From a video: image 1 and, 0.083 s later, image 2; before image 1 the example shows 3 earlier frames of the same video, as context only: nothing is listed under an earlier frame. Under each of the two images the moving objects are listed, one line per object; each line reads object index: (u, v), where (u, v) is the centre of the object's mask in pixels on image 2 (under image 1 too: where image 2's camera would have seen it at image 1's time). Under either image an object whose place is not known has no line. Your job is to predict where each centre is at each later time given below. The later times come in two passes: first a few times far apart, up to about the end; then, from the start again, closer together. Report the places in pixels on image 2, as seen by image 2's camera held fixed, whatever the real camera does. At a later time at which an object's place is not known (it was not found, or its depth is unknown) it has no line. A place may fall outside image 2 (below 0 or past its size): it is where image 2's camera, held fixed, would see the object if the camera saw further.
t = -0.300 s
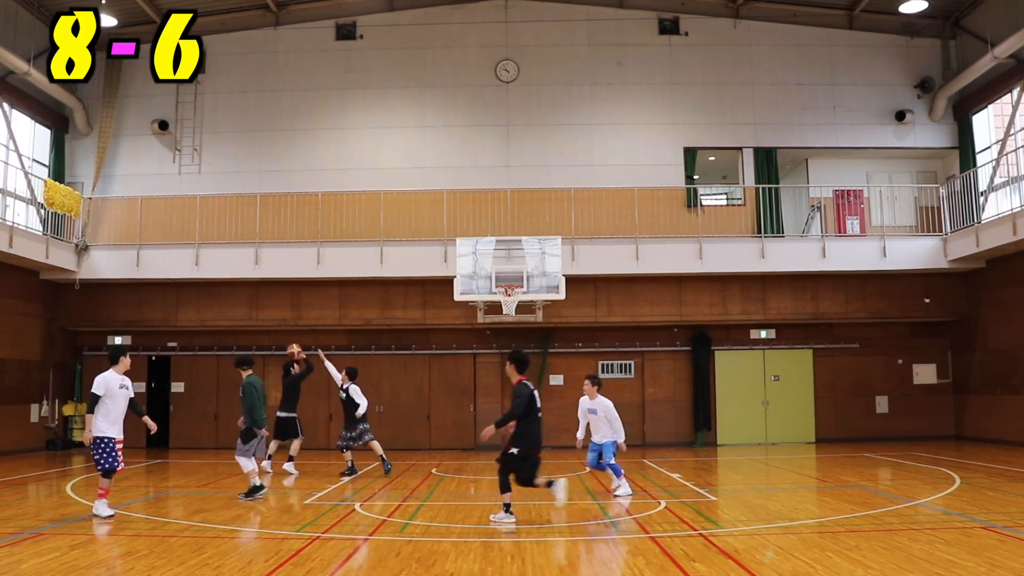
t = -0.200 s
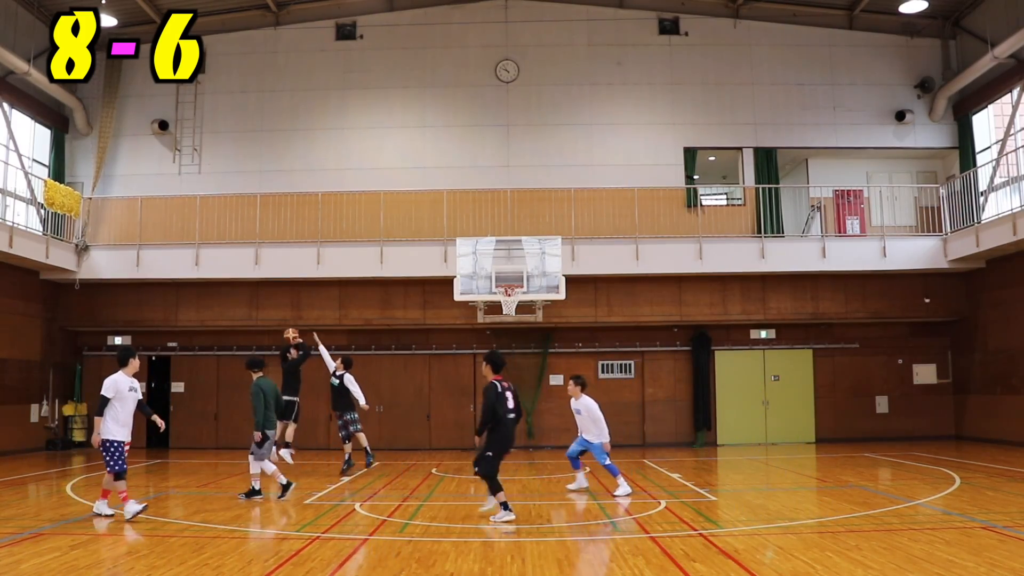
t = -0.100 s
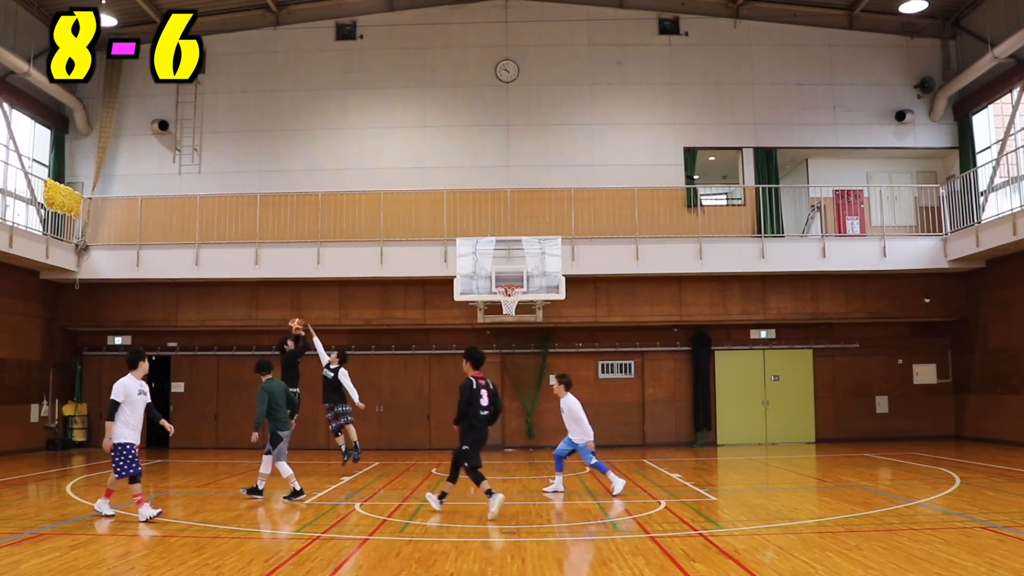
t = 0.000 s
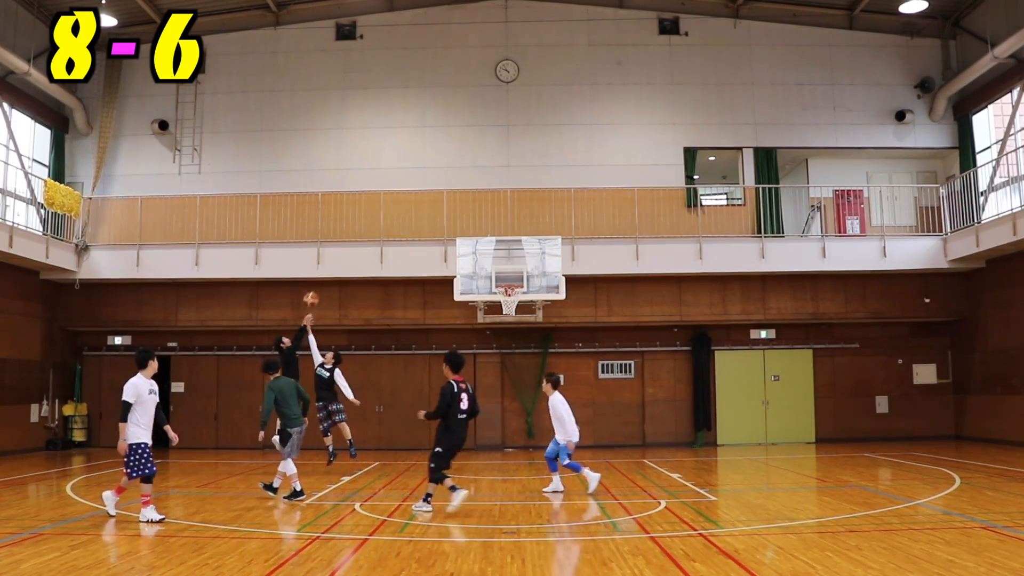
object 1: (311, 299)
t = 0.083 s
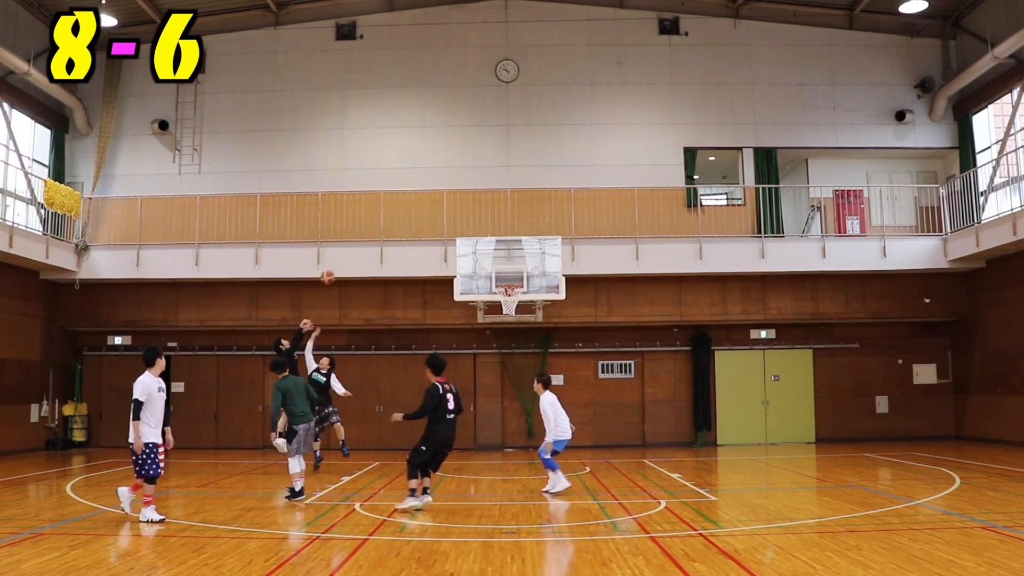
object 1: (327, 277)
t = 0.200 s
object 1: (351, 253)
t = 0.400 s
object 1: (389, 230)
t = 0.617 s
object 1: (428, 231)
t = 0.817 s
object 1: (465, 256)
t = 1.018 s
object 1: (477, 293)
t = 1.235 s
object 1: (430, 334)
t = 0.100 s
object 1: (331, 272)
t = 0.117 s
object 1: (334, 269)
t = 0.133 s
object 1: (337, 266)
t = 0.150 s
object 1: (341, 262)
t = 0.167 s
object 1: (344, 259)
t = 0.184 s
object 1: (347, 256)
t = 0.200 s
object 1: (351, 253)
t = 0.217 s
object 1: (354, 250)
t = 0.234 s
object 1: (357, 248)
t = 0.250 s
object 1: (360, 245)
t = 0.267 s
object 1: (364, 242)
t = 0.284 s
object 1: (366, 240)
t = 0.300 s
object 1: (370, 238)
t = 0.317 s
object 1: (373, 236)
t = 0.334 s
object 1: (376, 235)
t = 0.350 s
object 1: (380, 233)
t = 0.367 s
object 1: (383, 232)
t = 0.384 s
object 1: (385, 231)
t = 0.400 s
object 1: (389, 230)
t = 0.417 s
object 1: (391, 229)
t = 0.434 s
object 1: (394, 228)
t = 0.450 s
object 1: (398, 227)
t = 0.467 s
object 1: (401, 227)
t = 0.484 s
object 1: (404, 227)
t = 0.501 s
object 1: (407, 227)
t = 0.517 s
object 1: (410, 227)
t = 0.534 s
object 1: (413, 227)
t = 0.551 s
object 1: (416, 227)
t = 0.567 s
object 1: (418, 228)
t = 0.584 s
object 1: (422, 229)
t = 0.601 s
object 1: (425, 230)
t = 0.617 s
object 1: (428, 231)
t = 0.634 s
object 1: (430, 232)
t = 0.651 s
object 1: (434, 233)
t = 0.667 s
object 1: (437, 235)
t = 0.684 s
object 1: (440, 237)
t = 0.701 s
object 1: (443, 238)
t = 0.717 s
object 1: (446, 241)
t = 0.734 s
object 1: (449, 243)
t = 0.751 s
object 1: (453, 245)
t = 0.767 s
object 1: (456, 247)
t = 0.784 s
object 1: (459, 250)
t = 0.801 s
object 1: (462, 253)
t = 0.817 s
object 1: (465, 256)
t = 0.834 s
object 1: (468, 259)
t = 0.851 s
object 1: (471, 262)
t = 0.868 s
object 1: (474, 266)
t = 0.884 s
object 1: (477, 270)
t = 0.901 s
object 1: (480, 273)
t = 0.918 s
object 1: (483, 277)
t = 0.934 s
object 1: (486, 282)
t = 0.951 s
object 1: (489, 285)
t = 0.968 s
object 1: (487, 287)
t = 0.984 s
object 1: (484, 288)
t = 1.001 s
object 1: (480, 291)
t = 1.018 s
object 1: (477, 293)
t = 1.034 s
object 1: (473, 295)
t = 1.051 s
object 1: (470, 297)
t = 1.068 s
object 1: (466, 299)
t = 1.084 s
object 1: (463, 302)
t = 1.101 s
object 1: (459, 306)
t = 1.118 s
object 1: (455, 308)
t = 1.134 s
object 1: (452, 311)
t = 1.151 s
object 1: (448, 314)
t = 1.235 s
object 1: (430, 334)
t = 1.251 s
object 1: (427, 339)
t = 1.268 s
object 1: (423, 343)
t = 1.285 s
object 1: (419, 347)
